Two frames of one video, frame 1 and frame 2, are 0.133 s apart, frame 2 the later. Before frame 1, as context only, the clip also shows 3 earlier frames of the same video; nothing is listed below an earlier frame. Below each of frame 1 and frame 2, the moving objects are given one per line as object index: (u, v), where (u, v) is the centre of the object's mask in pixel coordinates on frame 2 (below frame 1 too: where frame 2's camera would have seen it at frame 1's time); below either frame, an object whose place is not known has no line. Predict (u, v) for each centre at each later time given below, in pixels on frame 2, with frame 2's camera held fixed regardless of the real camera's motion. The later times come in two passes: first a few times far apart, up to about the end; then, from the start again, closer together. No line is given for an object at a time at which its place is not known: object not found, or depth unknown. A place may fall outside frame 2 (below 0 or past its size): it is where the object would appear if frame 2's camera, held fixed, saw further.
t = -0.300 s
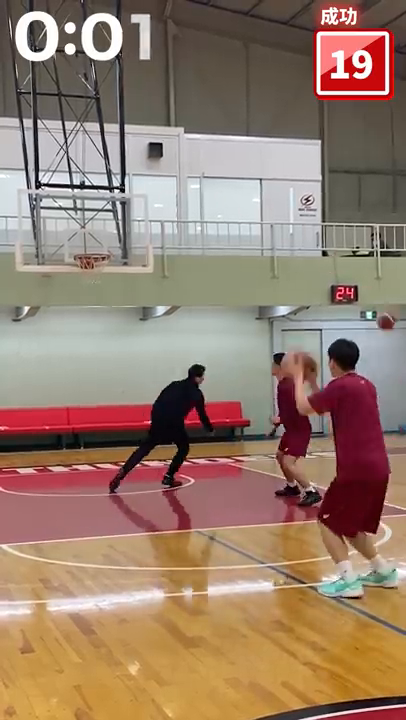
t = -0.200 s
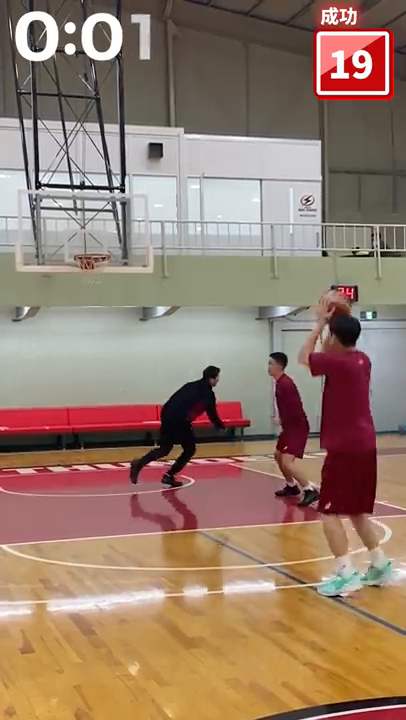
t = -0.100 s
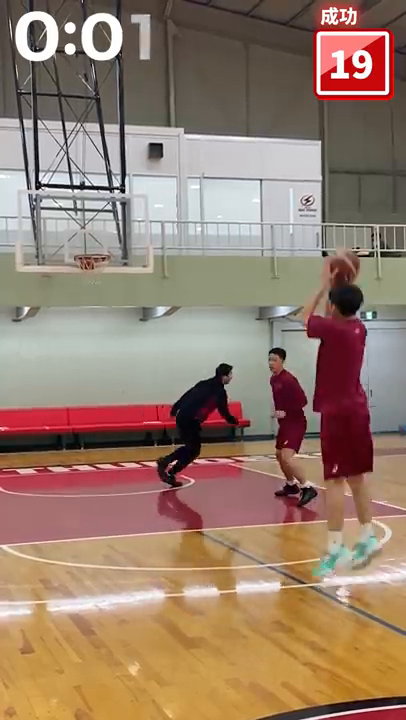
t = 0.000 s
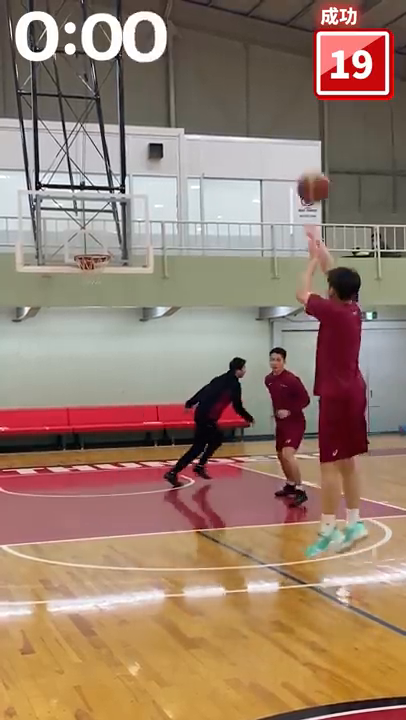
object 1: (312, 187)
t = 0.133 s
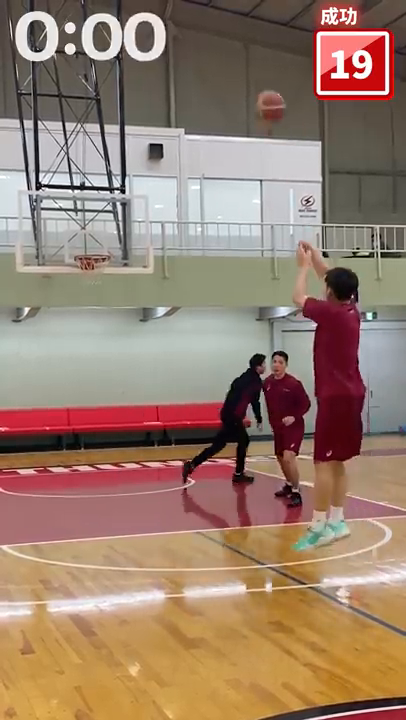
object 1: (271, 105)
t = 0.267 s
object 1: (234, 60)
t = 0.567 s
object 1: (174, 39)
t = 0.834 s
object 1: (135, 94)
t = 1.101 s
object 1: (106, 190)
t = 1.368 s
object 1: (88, 275)
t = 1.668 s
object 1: (79, 328)
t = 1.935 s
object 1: (72, 422)
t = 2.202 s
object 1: (73, 419)
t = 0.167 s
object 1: (260, 92)
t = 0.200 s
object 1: (251, 79)
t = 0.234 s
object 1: (242, 68)
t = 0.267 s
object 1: (234, 60)
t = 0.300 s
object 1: (226, 51)
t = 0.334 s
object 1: (218, 46)
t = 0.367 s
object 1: (211, 42)
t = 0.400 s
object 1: (204, 39)
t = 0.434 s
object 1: (199, 37)
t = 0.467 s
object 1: (191, 36)
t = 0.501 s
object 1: (184, 36)
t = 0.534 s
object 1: (178, 37)
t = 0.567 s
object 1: (174, 39)
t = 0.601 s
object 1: (167, 43)
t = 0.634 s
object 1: (162, 49)
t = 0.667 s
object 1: (157, 54)
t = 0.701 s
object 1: (152, 59)
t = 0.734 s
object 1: (146, 67)
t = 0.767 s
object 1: (142, 76)
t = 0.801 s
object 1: (138, 84)
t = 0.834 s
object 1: (135, 94)
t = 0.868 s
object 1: (131, 103)
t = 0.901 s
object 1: (127, 115)
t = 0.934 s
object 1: (122, 126)
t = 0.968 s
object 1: (120, 137)
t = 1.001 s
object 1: (116, 150)
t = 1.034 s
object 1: (112, 163)
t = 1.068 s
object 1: (109, 176)
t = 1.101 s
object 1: (106, 190)
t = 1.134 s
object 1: (105, 204)
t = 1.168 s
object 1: (100, 219)
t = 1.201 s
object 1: (98, 234)
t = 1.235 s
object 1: (95, 247)
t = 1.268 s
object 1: (93, 265)
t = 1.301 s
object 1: (91, 273)
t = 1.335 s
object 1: (89, 274)
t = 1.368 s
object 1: (88, 275)
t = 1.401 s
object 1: (87, 277)
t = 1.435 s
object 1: (86, 281)
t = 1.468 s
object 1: (85, 286)
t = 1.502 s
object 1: (84, 291)
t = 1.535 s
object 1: (83, 297)
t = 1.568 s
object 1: (82, 304)
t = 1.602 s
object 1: (81, 311)
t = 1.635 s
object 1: (80, 319)
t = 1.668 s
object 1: (79, 328)
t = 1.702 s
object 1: (78, 337)
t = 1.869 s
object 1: (74, 395)
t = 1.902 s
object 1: (74, 407)
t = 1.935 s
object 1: (72, 422)
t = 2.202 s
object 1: (73, 419)
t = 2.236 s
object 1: (76, 411)
